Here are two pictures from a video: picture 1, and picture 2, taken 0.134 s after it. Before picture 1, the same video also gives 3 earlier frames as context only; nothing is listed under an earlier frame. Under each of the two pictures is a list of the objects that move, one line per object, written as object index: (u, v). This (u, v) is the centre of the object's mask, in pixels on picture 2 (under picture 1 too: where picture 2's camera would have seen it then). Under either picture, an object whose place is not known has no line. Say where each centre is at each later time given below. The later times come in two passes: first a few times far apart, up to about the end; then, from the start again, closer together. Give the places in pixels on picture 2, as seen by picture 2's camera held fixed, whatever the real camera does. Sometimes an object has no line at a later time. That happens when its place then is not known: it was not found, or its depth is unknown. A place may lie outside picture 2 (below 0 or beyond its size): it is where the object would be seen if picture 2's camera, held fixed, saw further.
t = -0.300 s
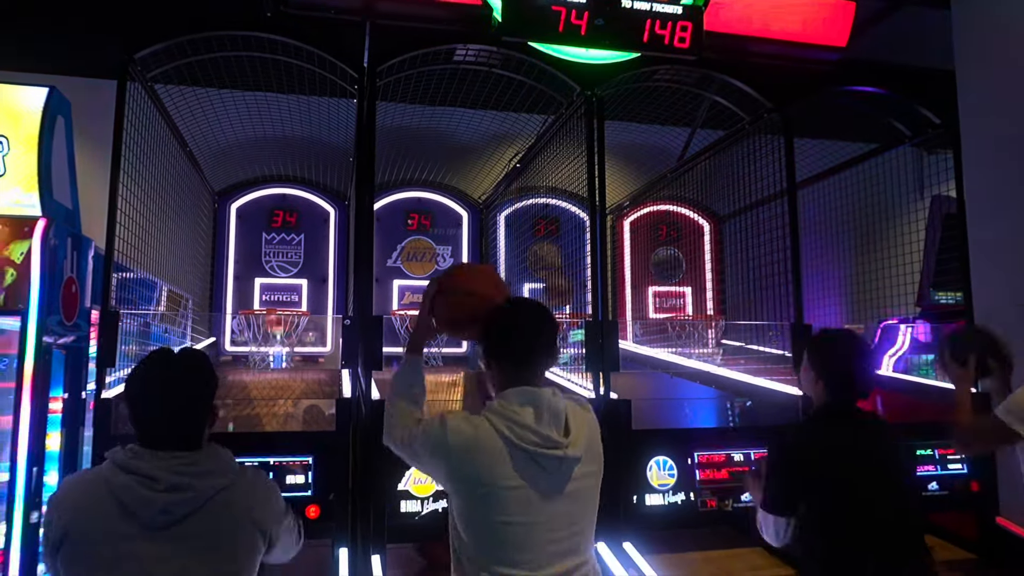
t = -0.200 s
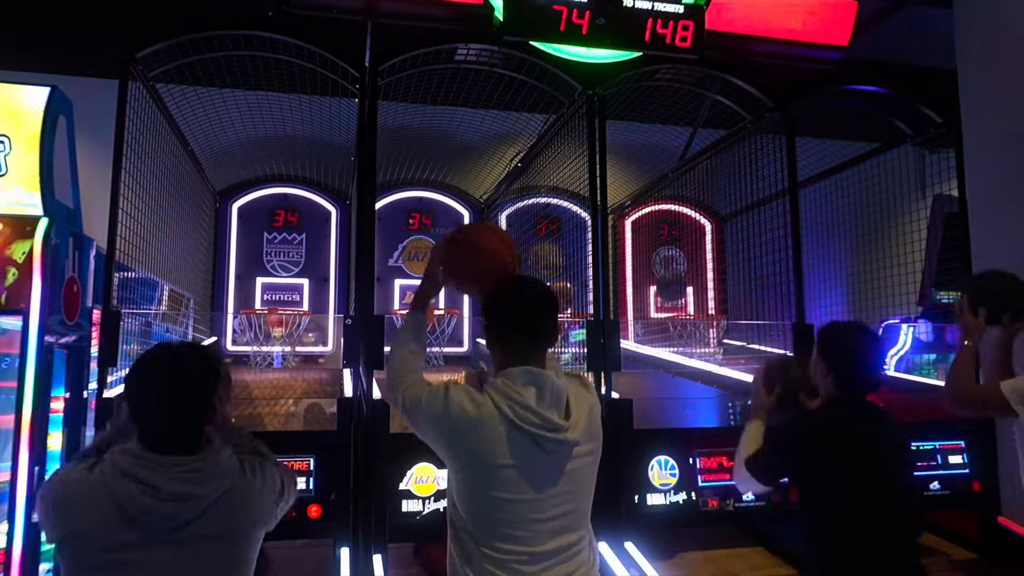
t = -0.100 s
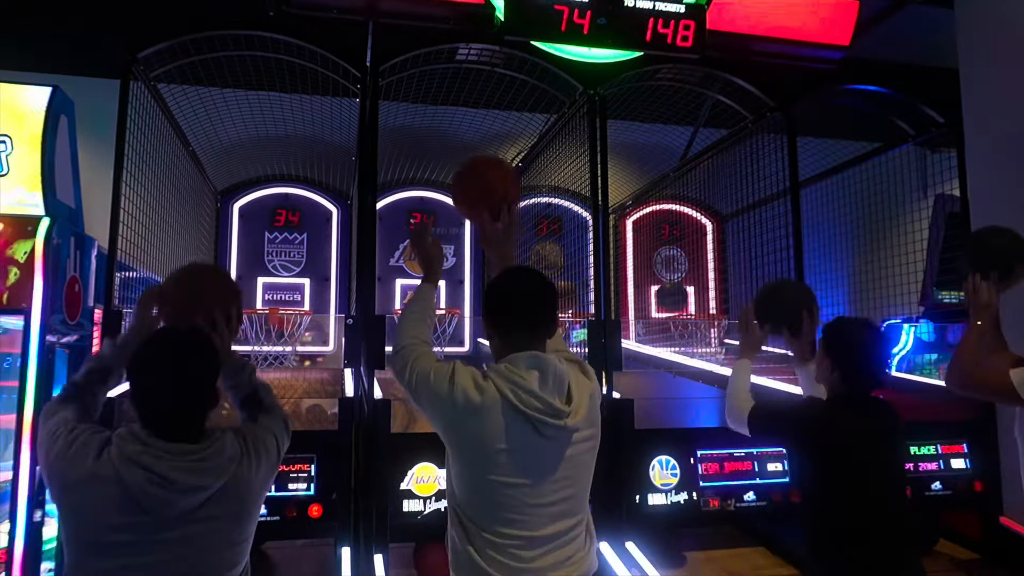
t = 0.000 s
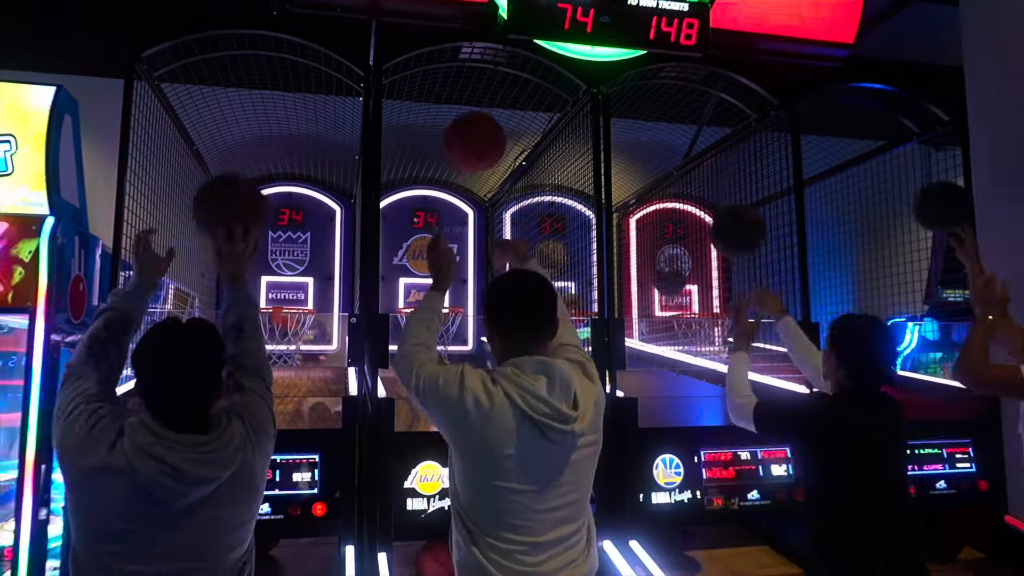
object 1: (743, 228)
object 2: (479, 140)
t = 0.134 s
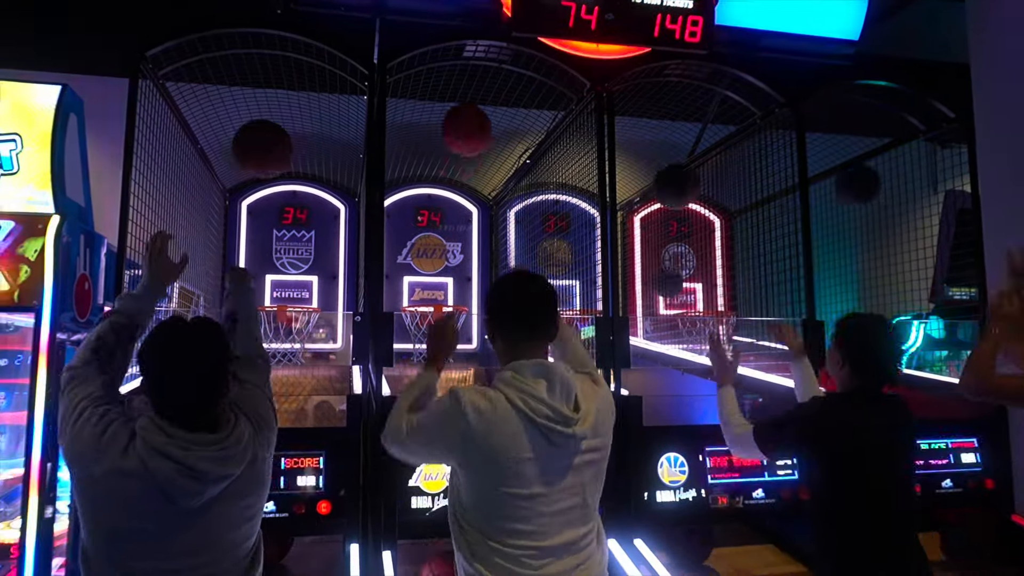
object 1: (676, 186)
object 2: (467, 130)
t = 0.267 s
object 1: (631, 188)
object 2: (457, 158)
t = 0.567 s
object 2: (441, 295)
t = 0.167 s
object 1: (662, 183)
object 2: (464, 134)
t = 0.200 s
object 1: (651, 182)
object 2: (462, 141)
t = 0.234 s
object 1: (639, 184)
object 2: (458, 148)
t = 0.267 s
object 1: (631, 188)
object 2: (457, 158)
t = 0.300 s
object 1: (626, 191)
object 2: (454, 168)
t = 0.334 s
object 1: (619, 197)
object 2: (453, 182)
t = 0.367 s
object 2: (451, 197)
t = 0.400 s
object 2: (449, 212)
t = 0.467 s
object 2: (446, 242)
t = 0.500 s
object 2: (445, 259)
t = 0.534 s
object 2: (442, 278)
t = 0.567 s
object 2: (441, 295)
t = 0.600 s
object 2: (440, 310)
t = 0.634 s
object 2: (435, 317)
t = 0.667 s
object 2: (436, 317)
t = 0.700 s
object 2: (426, 374)
